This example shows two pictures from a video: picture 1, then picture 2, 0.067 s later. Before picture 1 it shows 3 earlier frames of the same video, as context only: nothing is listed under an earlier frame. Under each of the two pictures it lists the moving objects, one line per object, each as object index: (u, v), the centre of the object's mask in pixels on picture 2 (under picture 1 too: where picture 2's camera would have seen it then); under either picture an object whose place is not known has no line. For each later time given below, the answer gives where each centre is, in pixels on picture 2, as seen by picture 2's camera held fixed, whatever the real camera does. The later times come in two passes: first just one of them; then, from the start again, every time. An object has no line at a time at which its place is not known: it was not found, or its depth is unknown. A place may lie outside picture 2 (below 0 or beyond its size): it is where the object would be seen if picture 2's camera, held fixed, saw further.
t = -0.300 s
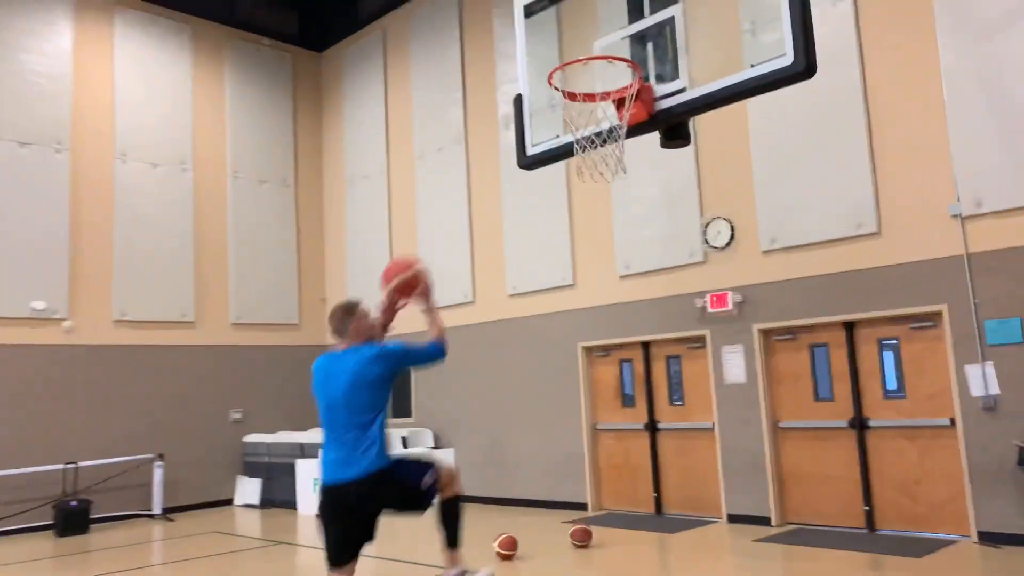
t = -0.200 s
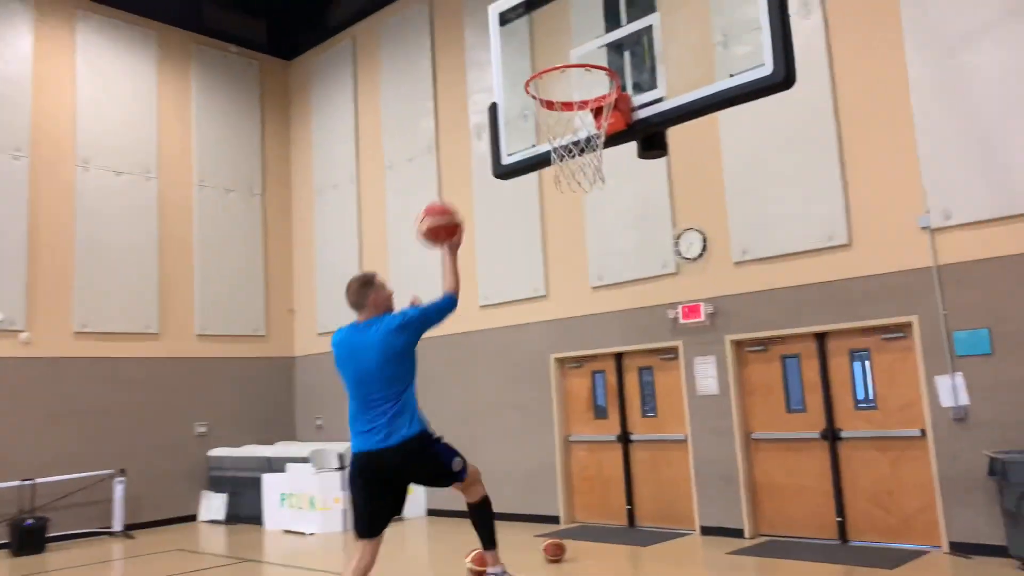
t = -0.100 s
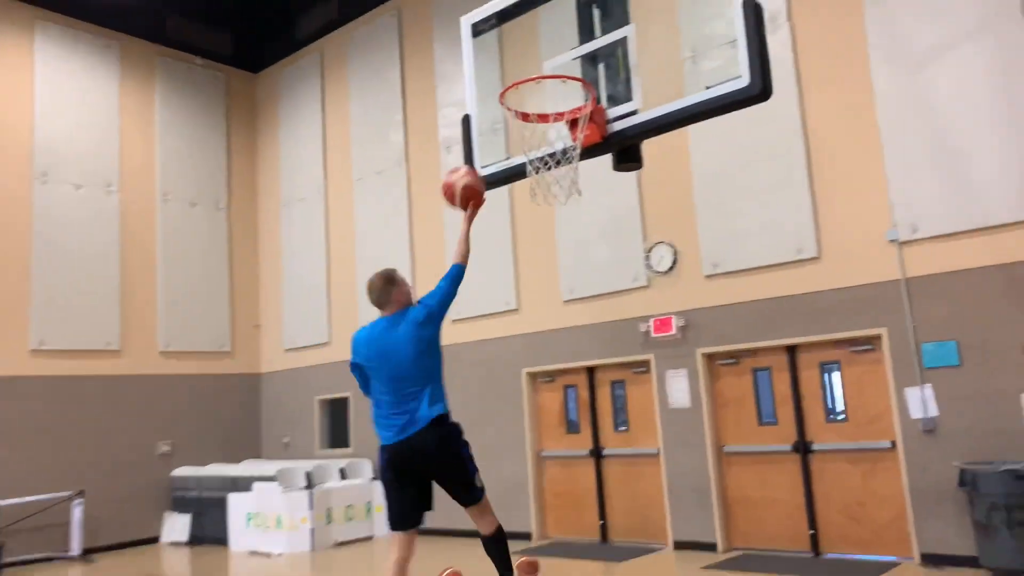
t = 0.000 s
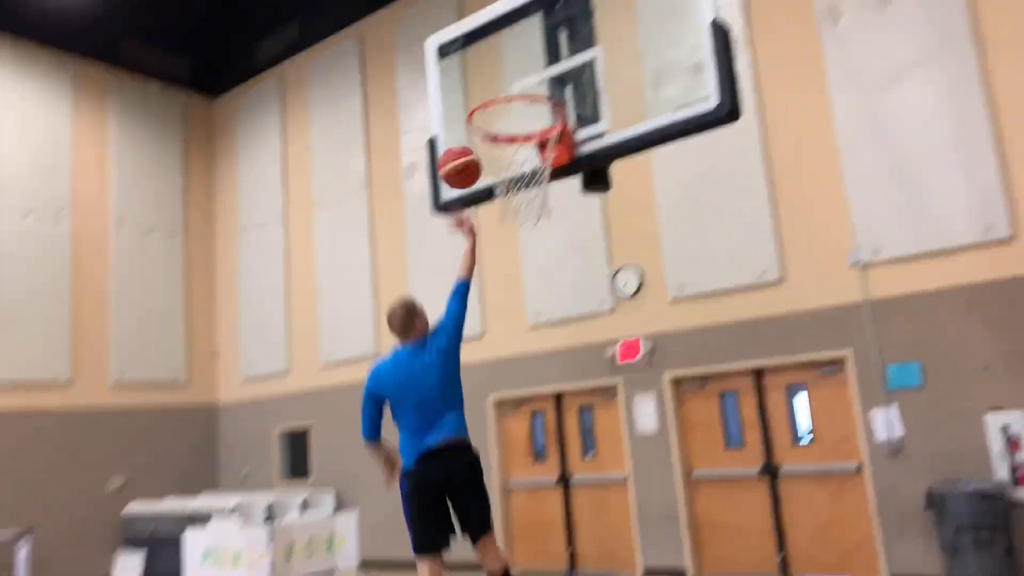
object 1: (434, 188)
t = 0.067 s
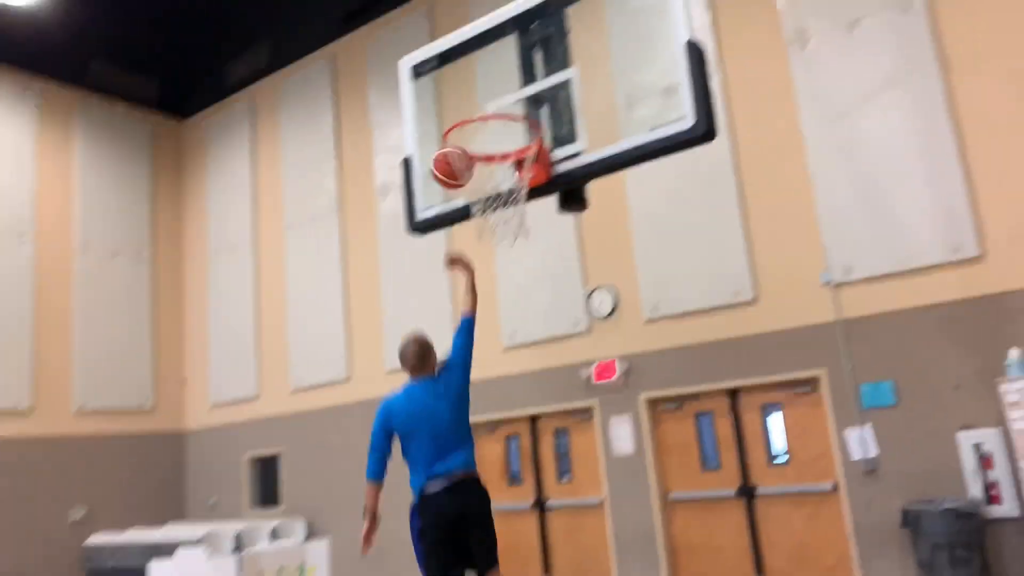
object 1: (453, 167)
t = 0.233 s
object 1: (477, 134)
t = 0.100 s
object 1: (461, 160)
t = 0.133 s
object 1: (469, 154)
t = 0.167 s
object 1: (472, 144)
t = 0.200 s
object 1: (475, 136)
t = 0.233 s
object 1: (477, 134)
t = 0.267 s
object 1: (479, 130)
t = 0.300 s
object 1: (481, 129)
